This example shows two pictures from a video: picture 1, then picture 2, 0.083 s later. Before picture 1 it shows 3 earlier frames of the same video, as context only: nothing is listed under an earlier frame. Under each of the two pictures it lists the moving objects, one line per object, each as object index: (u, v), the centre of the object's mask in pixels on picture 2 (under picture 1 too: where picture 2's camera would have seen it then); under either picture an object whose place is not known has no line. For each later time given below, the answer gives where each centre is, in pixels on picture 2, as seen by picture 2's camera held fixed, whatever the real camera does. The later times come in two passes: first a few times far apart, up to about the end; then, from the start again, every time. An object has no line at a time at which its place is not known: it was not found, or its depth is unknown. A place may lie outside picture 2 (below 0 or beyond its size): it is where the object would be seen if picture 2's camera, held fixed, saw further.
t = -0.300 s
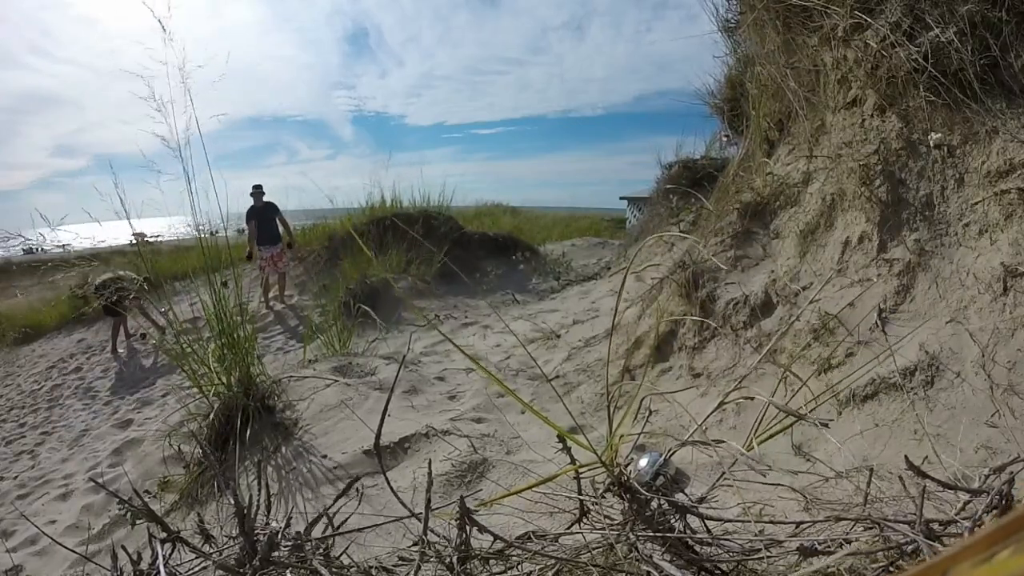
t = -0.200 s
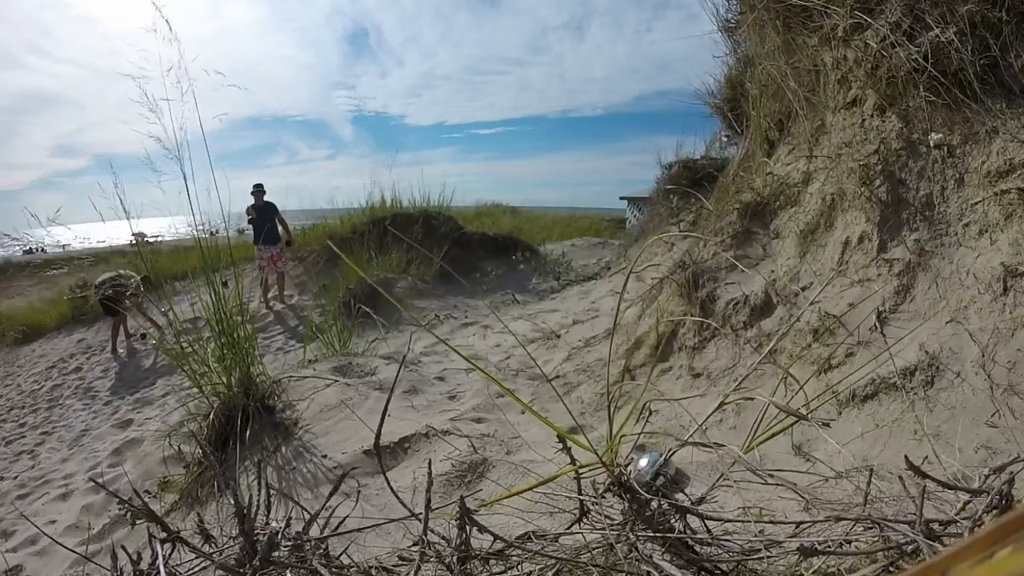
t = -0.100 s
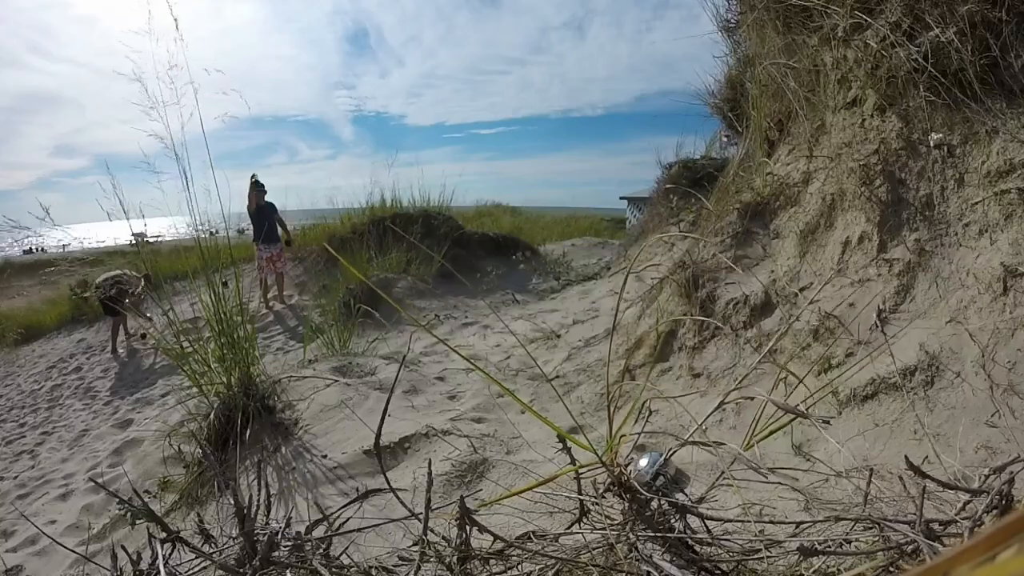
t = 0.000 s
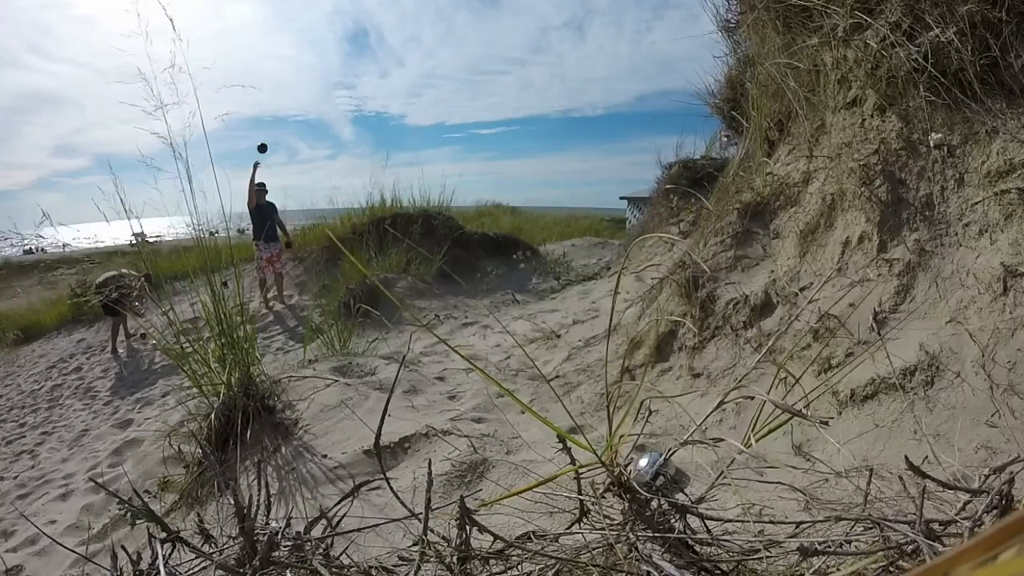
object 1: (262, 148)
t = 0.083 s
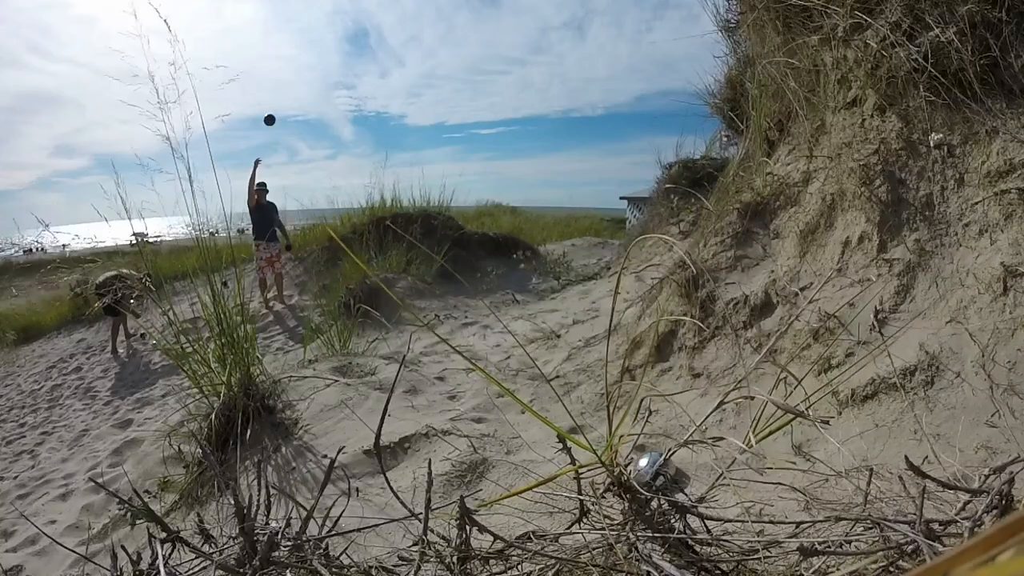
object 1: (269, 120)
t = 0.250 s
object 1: (292, 70)
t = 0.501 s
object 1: (364, 33)
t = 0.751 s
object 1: (795, 412)
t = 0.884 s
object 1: (1005, 425)
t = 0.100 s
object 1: (271, 114)
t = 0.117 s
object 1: (273, 109)
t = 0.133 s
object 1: (275, 104)
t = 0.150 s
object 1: (277, 98)
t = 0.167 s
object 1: (279, 93)
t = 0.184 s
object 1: (281, 88)
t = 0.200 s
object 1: (283, 84)
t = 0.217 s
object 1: (286, 79)
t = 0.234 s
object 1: (288, 74)
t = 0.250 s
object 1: (292, 70)
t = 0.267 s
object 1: (295, 65)
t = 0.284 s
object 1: (298, 61)
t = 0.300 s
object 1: (301, 57)
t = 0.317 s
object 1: (304, 54)
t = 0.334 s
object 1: (308, 50)
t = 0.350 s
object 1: (312, 47)
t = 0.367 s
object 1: (316, 44)
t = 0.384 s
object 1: (321, 41)
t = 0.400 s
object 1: (325, 39)
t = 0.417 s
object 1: (331, 37)
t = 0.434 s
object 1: (336, 35)
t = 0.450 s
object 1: (343, 34)
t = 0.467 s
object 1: (349, 33)
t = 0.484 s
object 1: (356, 33)
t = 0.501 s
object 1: (364, 33)
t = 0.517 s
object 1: (373, 35)
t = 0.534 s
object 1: (383, 37)
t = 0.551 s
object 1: (394, 40)
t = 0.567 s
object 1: (407, 45)
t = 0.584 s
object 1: (421, 52)
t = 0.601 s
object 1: (438, 61)
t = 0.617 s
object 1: (457, 72)
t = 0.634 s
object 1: (479, 87)
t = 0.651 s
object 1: (505, 106)
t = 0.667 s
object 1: (536, 132)
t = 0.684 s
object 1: (574, 165)
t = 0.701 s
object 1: (619, 208)
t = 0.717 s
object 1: (672, 263)
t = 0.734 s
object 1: (730, 330)
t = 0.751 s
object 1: (795, 412)
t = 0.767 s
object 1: (839, 447)
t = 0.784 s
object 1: (865, 441)
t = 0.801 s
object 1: (893, 435)
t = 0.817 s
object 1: (923, 429)
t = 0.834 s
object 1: (950, 427)
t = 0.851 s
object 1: (977, 427)
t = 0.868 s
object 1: (992, 423)
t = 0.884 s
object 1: (1005, 425)
